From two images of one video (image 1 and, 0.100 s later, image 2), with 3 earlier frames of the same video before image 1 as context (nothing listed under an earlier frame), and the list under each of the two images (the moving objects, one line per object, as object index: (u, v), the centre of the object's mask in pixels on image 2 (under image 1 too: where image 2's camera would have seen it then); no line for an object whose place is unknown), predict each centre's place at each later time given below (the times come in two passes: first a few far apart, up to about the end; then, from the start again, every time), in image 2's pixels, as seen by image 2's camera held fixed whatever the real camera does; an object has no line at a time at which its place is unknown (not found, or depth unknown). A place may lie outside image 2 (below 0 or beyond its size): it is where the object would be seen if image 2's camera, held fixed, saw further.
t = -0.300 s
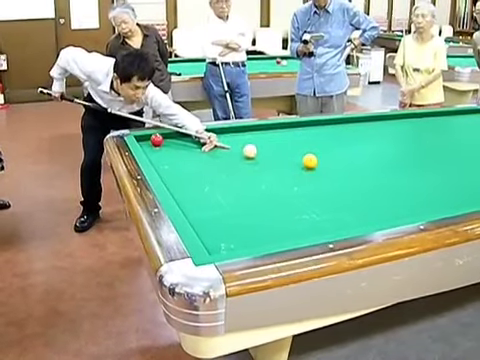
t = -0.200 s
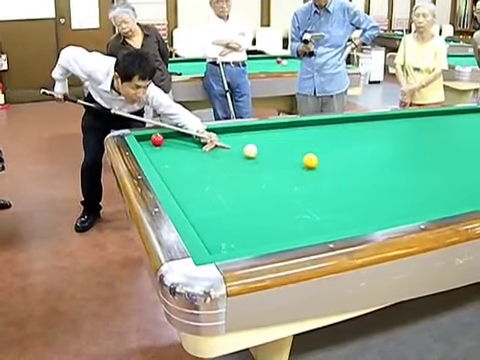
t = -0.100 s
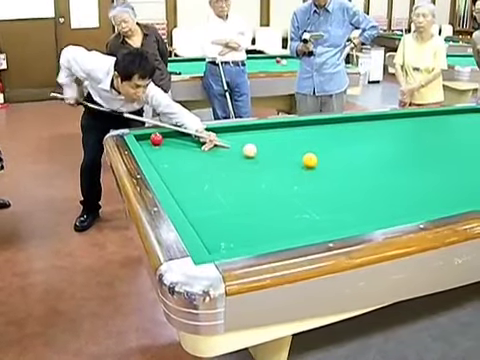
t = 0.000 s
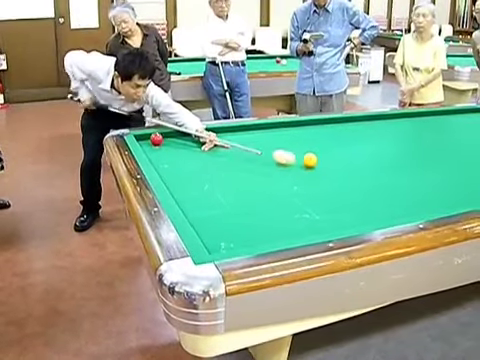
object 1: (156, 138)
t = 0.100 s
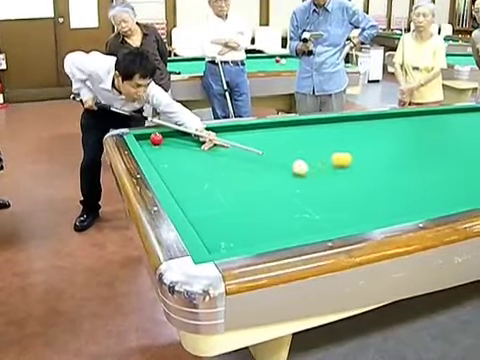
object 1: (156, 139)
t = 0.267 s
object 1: (156, 138)
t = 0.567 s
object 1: (156, 138)
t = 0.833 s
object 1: (156, 138)
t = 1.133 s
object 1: (156, 139)
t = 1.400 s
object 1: (156, 139)
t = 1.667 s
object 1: (156, 139)
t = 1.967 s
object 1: (155, 138)
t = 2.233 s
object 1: (156, 138)
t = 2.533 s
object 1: (156, 139)
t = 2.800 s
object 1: (164, 140)
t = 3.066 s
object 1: (170, 141)
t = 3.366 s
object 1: (177, 143)
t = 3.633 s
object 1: (184, 144)
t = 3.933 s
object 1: (190, 145)
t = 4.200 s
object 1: (194, 146)
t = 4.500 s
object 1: (199, 147)
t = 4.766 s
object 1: (203, 148)
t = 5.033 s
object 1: (206, 149)
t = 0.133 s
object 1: (156, 138)
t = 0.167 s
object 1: (156, 139)
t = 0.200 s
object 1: (156, 138)
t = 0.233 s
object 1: (156, 139)
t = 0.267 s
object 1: (156, 138)
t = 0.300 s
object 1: (156, 138)
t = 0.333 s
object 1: (156, 138)
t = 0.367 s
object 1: (156, 138)
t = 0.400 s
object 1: (156, 138)
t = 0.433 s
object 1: (156, 138)
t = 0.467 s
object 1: (156, 138)
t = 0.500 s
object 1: (156, 138)
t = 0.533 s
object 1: (156, 138)
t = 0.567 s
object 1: (156, 138)
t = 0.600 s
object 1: (156, 138)
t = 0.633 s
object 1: (156, 138)
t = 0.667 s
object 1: (156, 138)
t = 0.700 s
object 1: (156, 138)
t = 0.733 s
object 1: (156, 138)
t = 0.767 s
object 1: (156, 138)
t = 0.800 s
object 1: (156, 138)
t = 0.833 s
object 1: (156, 138)
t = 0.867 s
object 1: (156, 138)
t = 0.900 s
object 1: (156, 139)
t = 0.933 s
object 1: (156, 139)
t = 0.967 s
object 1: (156, 138)
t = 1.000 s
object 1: (156, 139)
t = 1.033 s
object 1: (156, 139)
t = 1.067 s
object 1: (156, 139)
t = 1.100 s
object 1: (156, 139)
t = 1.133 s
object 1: (156, 139)
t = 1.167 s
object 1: (156, 139)
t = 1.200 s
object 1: (156, 139)
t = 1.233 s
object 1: (156, 139)
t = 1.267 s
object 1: (156, 139)
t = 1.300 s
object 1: (156, 139)
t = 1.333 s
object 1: (156, 139)
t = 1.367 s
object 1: (156, 139)
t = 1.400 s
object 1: (156, 139)
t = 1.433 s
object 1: (156, 139)
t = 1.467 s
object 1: (156, 139)
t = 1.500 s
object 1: (156, 139)
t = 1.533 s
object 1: (156, 139)
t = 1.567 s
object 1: (156, 139)
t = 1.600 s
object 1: (156, 139)
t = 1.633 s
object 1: (156, 139)
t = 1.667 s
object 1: (156, 139)
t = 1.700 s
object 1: (156, 139)
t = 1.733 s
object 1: (156, 139)
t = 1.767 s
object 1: (156, 139)
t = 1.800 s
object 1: (156, 139)
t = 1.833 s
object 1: (156, 138)
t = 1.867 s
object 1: (156, 138)
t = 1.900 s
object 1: (156, 138)
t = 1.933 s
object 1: (156, 138)
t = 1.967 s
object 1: (155, 138)
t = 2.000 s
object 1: (155, 137)
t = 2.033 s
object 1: (155, 137)
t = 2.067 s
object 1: (156, 136)
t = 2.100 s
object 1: (157, 136)
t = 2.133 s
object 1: (157, 137)
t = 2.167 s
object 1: (157, 137)
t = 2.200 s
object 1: (156, 138)
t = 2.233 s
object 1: (156, 138)
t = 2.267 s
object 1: (156, 138)
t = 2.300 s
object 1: (156, 138)
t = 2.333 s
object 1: (156, 138)
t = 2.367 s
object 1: (156, 138)
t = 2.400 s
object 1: (156, 138)
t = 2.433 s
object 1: (156, 138)
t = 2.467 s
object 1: (156, 138)
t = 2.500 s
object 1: (156, 138)
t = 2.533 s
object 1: (156, 139)
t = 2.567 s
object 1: (157, 139)
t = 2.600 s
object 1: (158, 139)
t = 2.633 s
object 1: (159, 139)
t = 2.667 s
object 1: (160, 139)
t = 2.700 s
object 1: (161, 139)
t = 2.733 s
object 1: (162, 140)
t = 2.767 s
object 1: (163, 140)
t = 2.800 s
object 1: (164, 140)
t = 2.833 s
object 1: (165, 140)
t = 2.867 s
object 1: (166, 140)
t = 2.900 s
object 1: (167, 140)
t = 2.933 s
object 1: (168, 141)
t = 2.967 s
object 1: (168, 141)
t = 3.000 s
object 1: (169, 141)
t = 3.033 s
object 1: (170, 141)
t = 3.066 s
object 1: (170, 141)
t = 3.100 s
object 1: (171, 141)
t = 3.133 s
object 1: (172, 141)
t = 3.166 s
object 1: (173, 141)
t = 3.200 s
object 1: (174, 142)
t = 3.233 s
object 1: (175, 142)
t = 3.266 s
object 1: (176, 142)
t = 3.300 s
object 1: (176, 142)
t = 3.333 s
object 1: (177, 142)
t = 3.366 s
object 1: (177, 143)
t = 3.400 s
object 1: (178, 143)
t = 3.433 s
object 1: (180, 143)
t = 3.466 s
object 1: (180, 143)
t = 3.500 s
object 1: (181, 143)
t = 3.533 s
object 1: (182, 143)
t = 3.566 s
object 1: (183, 143)
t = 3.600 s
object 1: (183, 143)
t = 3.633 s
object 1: (184, 144)
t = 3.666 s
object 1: (185, 144)
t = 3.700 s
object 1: (185, 144)
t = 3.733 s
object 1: (186, 144)
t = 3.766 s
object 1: (187, 144)
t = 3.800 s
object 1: (187, 144)
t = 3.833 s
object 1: (188, 144)
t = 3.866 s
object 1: (189, 145)
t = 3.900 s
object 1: (189, 145)
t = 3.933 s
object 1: (190, 145)
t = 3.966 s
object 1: (190, 145)
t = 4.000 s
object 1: (191, 145)
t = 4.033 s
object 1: (192, 145)
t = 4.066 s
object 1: (192, 146)
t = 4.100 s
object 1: (193, 146)
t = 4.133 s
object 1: (193, 146)
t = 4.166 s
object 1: (194, 146)
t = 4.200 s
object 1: (194, 146)
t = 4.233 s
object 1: (195, 146)
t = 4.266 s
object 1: (196, 146)
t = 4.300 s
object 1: (196, 146)
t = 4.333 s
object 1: (197, 147)
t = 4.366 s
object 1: (198, 147)
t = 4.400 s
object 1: (198, 147)
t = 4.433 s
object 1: (198, 147)
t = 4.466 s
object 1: (199, 147)
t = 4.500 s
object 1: (199, 147)
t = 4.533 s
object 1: (200, 147)
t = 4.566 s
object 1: (200, 147)
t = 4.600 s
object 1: (201, 148)
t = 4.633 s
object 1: (201, 148)
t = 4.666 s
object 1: (202, 148)
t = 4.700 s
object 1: (202, 148)
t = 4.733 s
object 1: (202, 148)
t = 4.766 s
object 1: (203, 148)
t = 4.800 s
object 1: (203, 148)
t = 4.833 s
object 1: (204, 148)
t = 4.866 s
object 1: (204, 148)
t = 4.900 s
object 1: (205, 149)
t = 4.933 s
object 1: (205, 149)
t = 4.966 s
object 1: (205, 149)
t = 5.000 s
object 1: (206, 149)
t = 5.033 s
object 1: (206, 149)
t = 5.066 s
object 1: (206, 149)
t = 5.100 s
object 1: (207, 149)
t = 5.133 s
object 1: (207, 149)
